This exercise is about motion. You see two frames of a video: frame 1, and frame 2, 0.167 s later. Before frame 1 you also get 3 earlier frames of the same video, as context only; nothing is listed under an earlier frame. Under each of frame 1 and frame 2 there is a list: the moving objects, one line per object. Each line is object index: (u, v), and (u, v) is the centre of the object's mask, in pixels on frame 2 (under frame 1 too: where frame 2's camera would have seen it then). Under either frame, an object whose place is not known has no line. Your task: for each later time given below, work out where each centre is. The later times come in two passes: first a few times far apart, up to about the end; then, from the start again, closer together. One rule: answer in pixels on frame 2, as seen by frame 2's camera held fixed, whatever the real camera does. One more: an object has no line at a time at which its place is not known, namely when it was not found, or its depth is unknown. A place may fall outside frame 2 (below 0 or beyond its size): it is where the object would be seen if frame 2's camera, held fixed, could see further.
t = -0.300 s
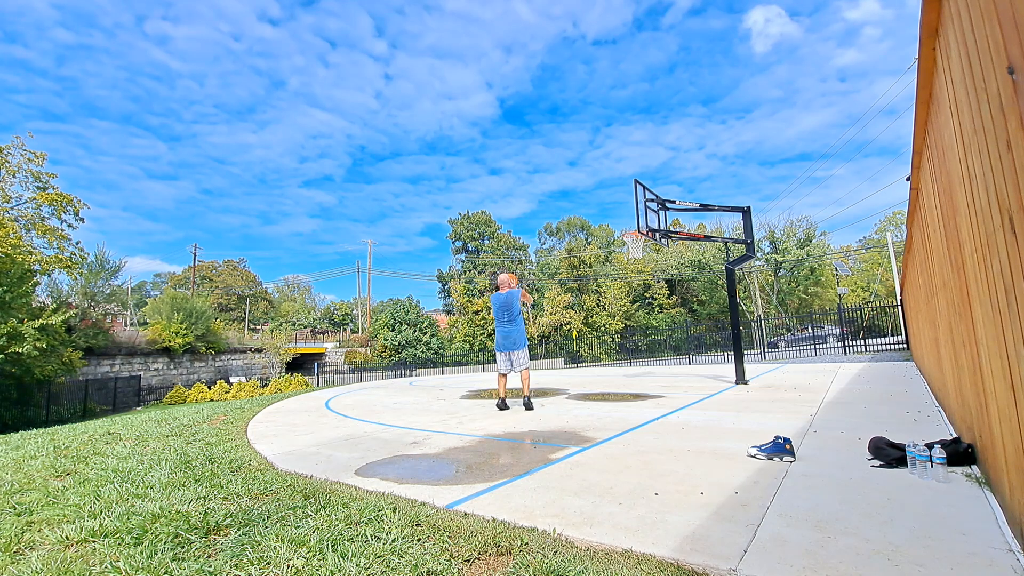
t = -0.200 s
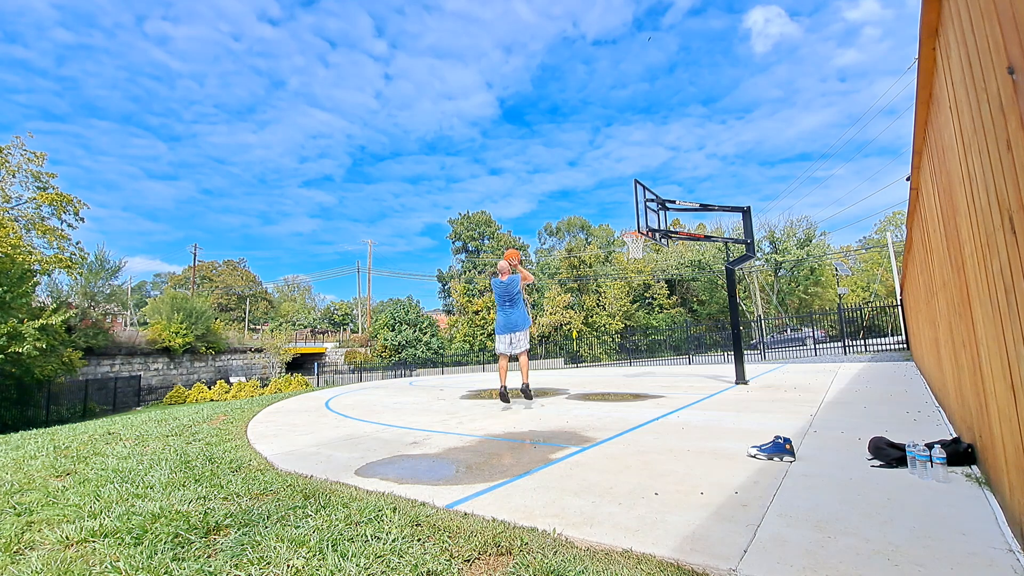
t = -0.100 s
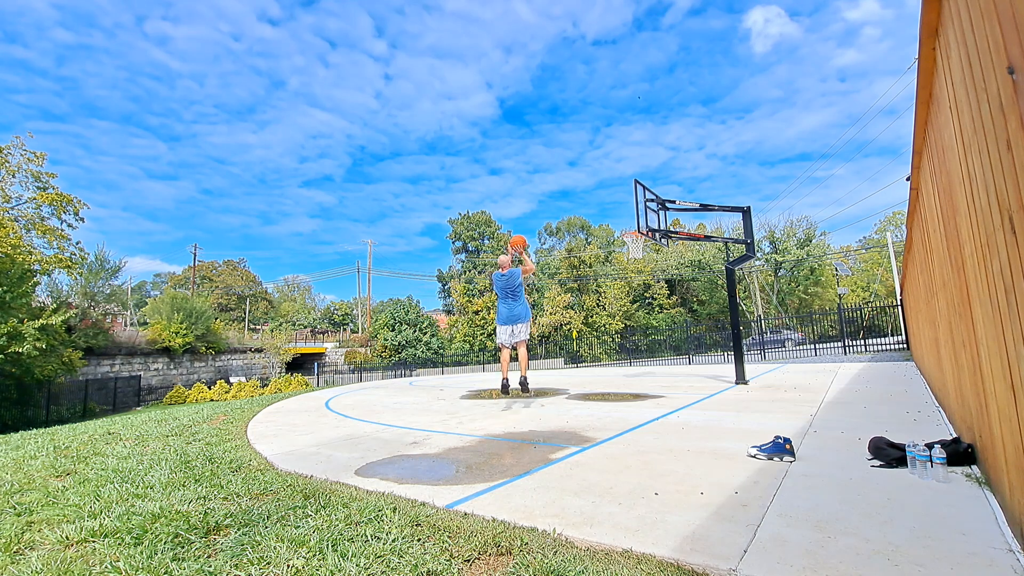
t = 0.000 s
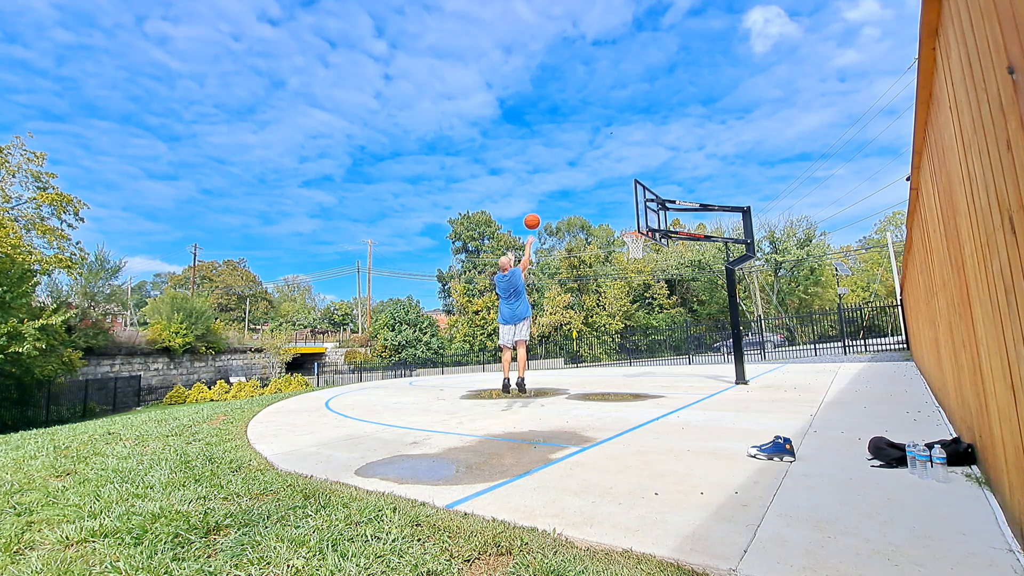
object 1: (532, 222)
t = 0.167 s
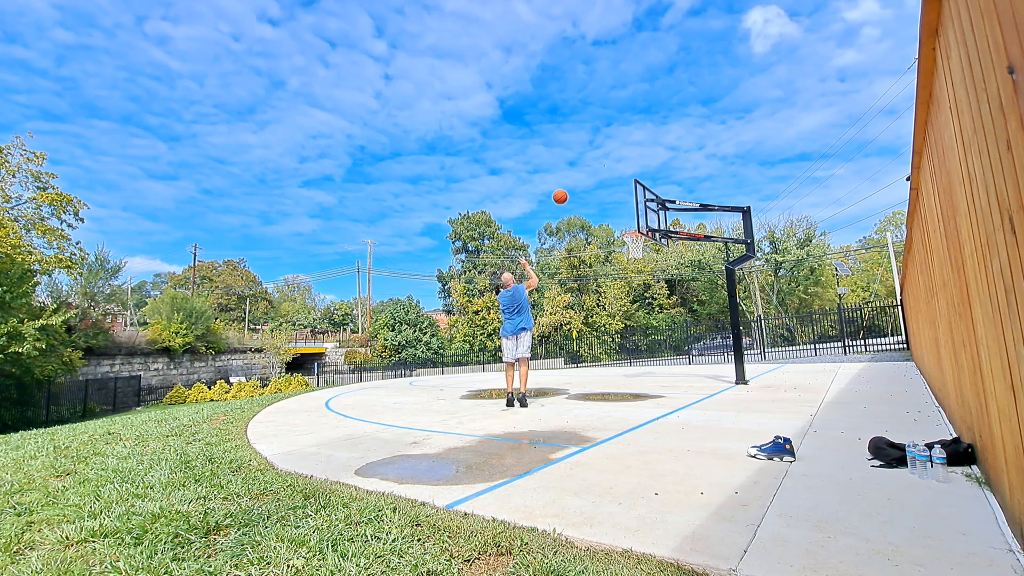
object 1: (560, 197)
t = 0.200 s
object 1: (566, 194)
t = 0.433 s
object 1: (598, 192)
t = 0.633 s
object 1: (622, 211)
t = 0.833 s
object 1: (637, 238)
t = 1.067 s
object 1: (620, 252)
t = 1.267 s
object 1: (612, 273)
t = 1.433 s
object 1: (607, 306)
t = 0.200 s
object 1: (566, 194)
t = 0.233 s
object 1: (570, 192)
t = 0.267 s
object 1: (575, 191)
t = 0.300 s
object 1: (580, 190)
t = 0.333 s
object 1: (585, 190)
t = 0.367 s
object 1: (589, 190)
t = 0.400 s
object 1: (594, 191)
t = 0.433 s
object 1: (598, 192)
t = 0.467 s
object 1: (602, 194)
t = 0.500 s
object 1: (606, 197)
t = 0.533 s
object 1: (610, 199)
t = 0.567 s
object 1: (614, 203)
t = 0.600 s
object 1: (618, 207)
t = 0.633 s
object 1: (622, 211)
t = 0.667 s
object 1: (625, 215)
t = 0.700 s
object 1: (629, 220)
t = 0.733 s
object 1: (632, 226)
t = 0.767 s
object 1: (634, 229)
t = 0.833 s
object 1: (637, 238)
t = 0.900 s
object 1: (629, 247)
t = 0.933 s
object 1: (627, 249)
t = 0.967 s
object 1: (625, 249)
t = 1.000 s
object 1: (624, 250)
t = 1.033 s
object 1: (622, 252)
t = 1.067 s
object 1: (620, 252)
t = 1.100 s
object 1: (619, 255)
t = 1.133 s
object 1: (618, 258)
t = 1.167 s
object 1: (616, 261)
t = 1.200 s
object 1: (615, 264)
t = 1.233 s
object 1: (614, 268)
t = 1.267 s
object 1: (612, 273)
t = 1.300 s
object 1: (611, 278)
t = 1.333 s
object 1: (610, 284)
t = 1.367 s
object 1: (608, 291)
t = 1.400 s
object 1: (607, 298)
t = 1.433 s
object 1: (607, 306)
